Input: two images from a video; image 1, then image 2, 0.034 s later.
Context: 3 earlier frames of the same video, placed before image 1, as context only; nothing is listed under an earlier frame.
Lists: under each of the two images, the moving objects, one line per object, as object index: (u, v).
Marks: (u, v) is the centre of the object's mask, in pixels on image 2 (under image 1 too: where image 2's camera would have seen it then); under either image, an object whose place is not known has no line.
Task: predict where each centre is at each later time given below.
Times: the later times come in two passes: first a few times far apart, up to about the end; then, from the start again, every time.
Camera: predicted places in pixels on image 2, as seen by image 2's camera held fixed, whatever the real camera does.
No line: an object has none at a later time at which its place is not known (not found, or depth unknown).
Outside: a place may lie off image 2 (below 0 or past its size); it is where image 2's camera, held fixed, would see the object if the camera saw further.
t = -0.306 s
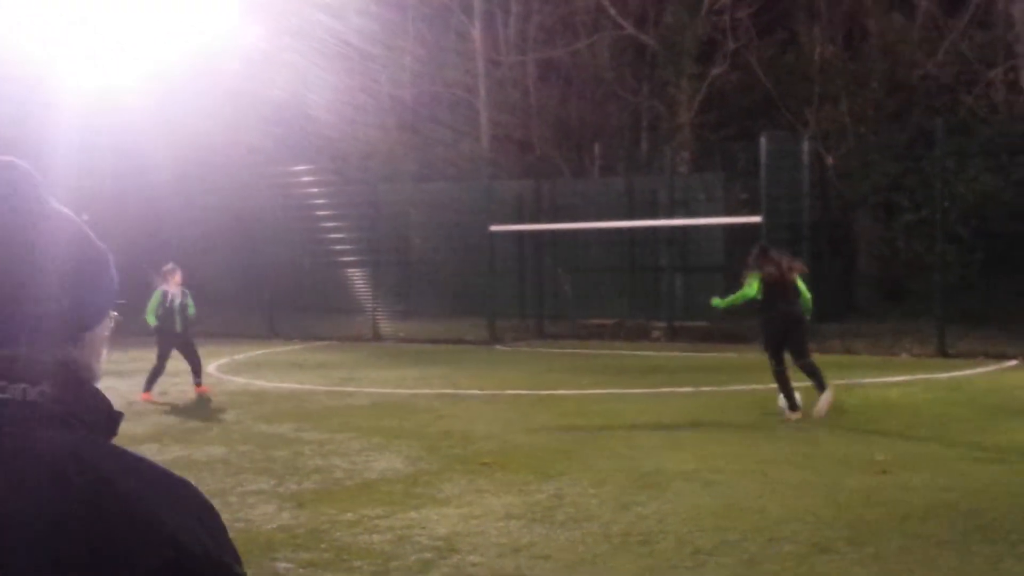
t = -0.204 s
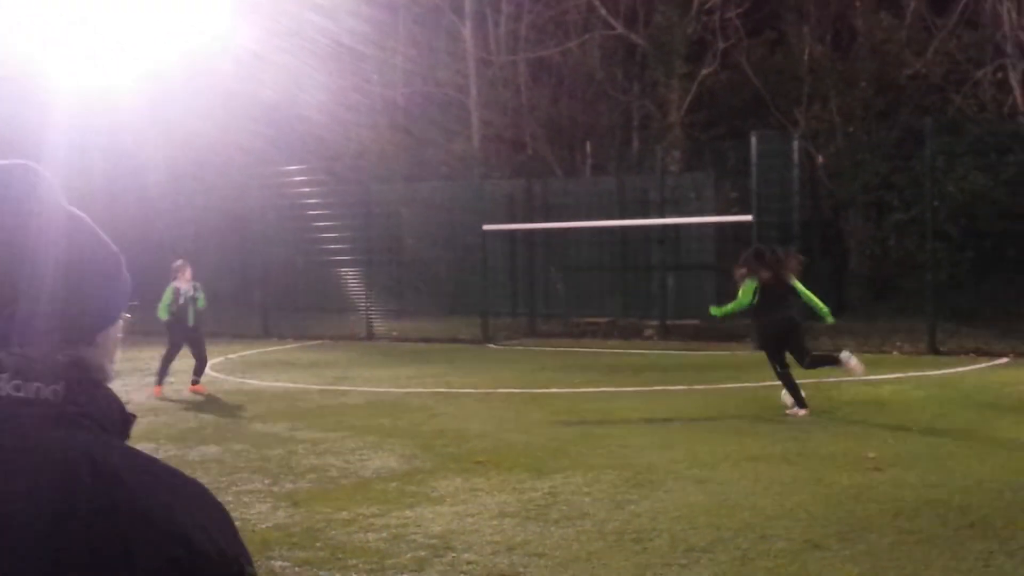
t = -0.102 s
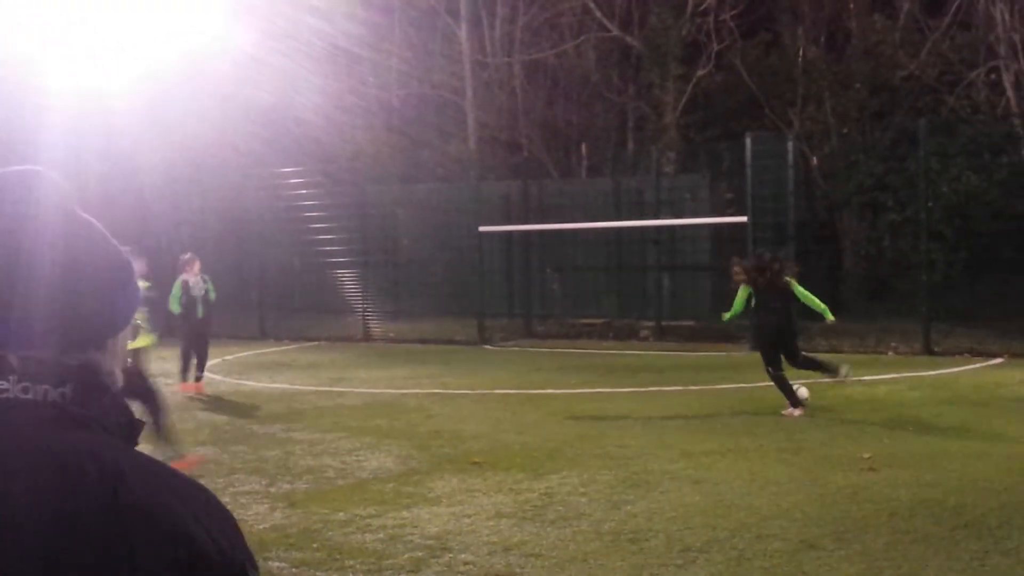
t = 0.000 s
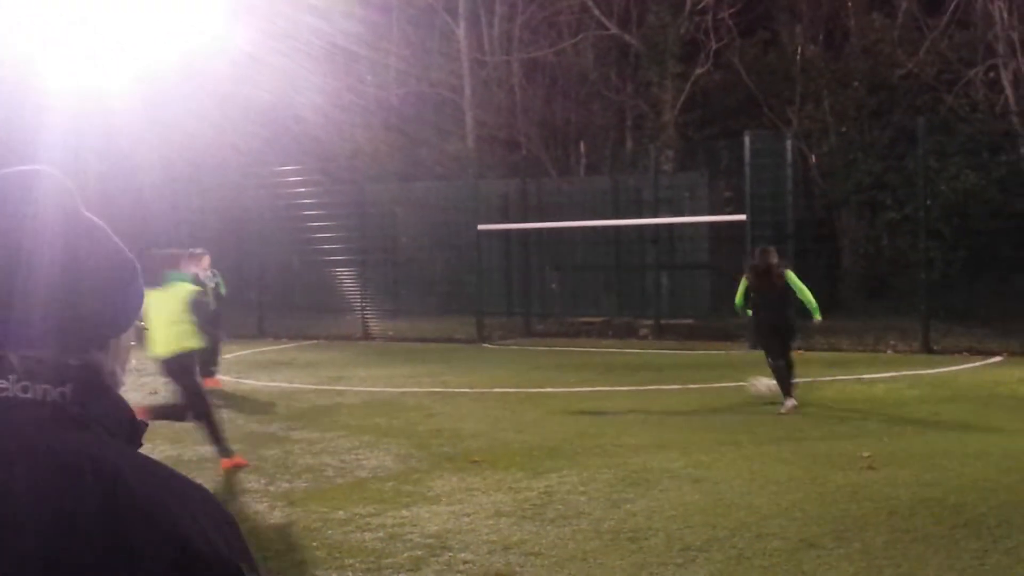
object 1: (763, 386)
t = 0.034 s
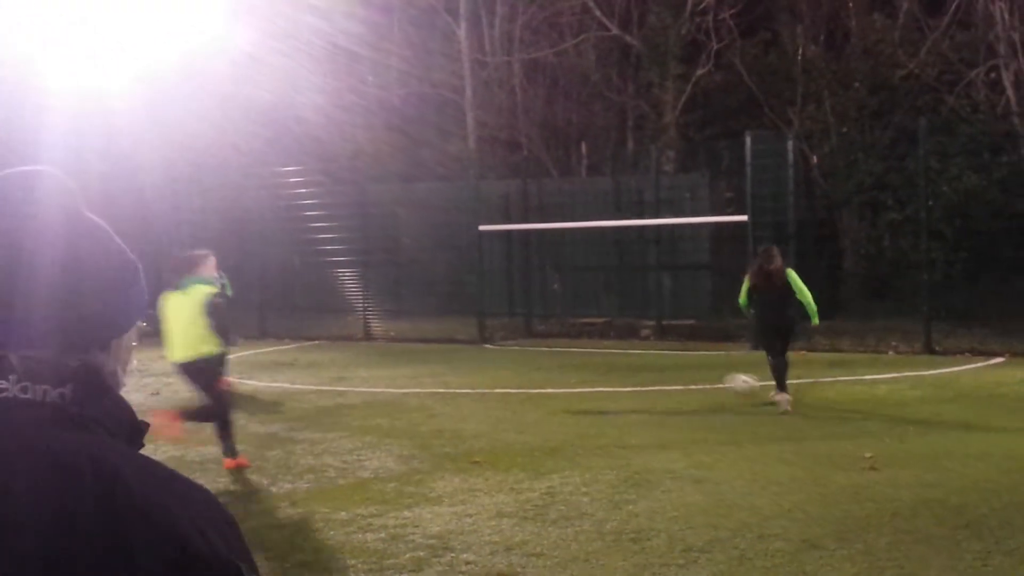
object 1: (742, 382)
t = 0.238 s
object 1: (610, 382)
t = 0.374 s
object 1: (540, 377)
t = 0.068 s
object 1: (717, 379)
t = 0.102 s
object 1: (695, 379)
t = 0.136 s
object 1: (674, 378)
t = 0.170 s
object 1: (652, 378)
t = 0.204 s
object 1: (631, 380)
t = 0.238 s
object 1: (610, 382)
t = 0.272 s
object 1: (589, 386)
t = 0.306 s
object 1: (571, 384)
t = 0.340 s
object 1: (556, 380)
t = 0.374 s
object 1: (540, 377)
